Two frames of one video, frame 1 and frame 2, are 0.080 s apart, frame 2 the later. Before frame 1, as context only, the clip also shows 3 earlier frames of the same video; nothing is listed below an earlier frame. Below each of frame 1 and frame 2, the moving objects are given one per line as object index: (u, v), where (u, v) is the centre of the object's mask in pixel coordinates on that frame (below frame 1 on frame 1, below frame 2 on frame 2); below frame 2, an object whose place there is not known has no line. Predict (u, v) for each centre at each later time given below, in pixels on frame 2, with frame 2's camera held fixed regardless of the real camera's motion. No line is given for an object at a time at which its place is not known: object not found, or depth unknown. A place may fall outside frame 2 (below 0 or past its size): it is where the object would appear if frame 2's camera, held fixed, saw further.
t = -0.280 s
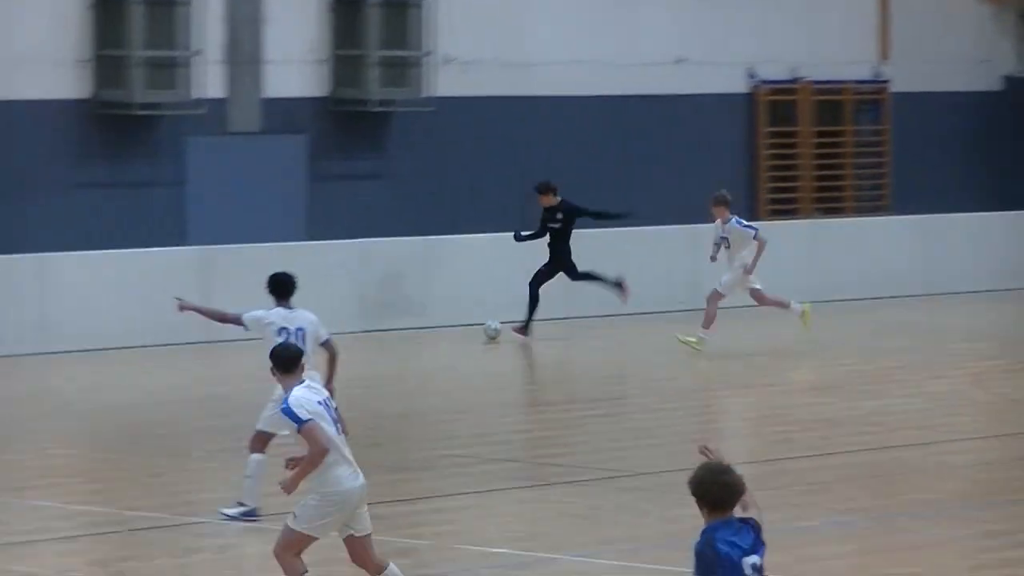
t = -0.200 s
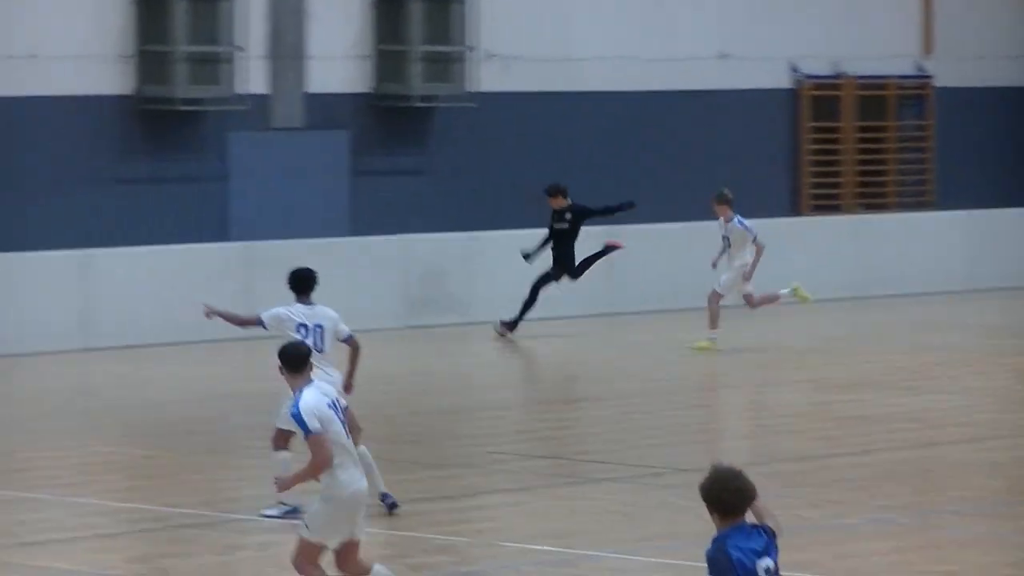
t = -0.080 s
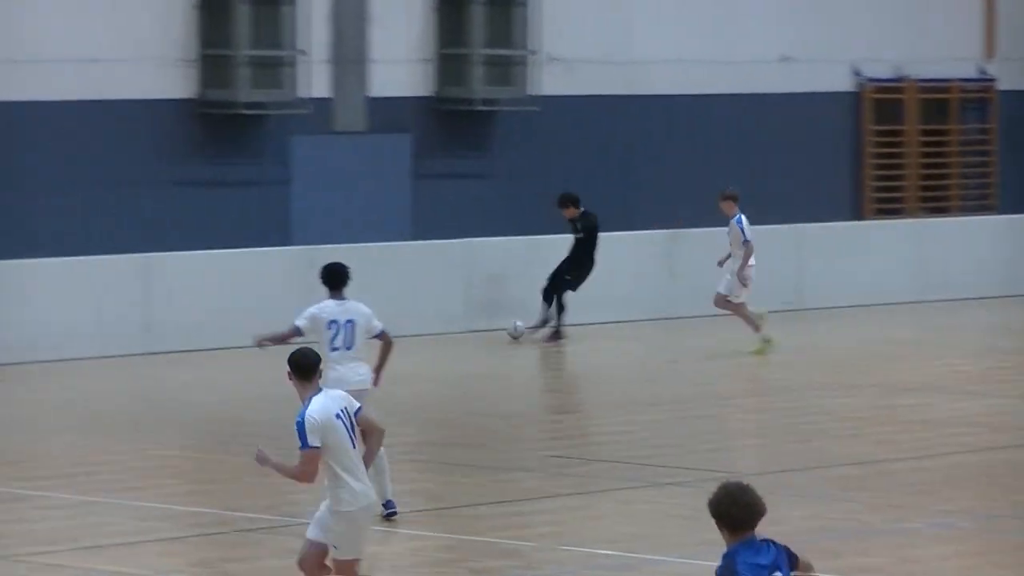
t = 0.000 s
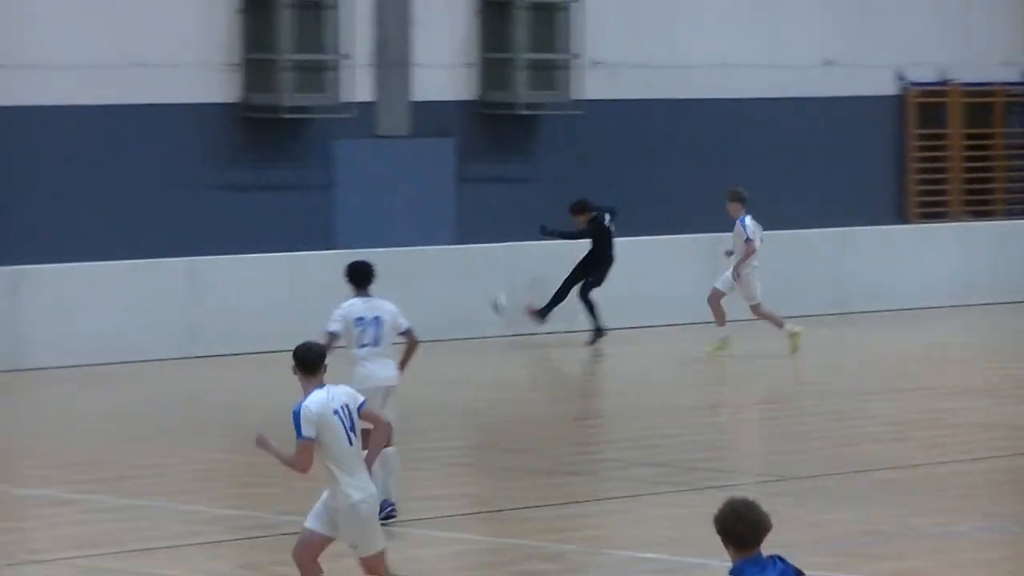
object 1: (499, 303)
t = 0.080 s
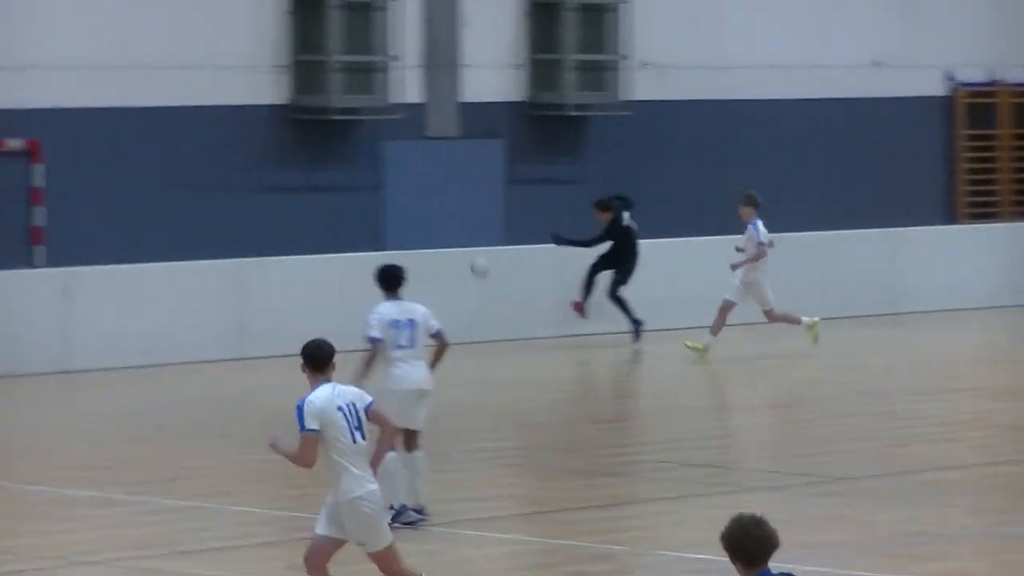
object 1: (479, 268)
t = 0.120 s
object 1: (445, 249)
